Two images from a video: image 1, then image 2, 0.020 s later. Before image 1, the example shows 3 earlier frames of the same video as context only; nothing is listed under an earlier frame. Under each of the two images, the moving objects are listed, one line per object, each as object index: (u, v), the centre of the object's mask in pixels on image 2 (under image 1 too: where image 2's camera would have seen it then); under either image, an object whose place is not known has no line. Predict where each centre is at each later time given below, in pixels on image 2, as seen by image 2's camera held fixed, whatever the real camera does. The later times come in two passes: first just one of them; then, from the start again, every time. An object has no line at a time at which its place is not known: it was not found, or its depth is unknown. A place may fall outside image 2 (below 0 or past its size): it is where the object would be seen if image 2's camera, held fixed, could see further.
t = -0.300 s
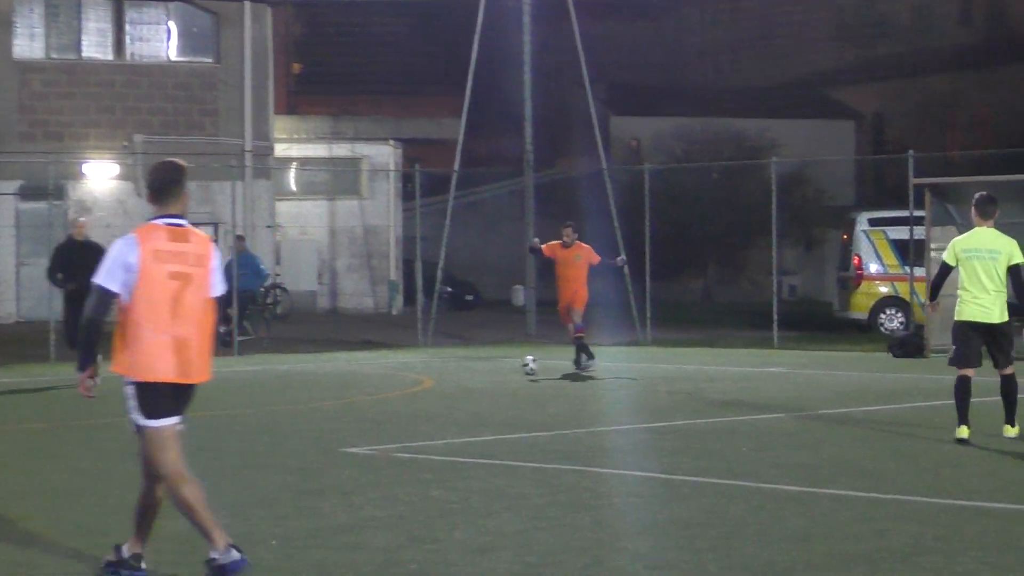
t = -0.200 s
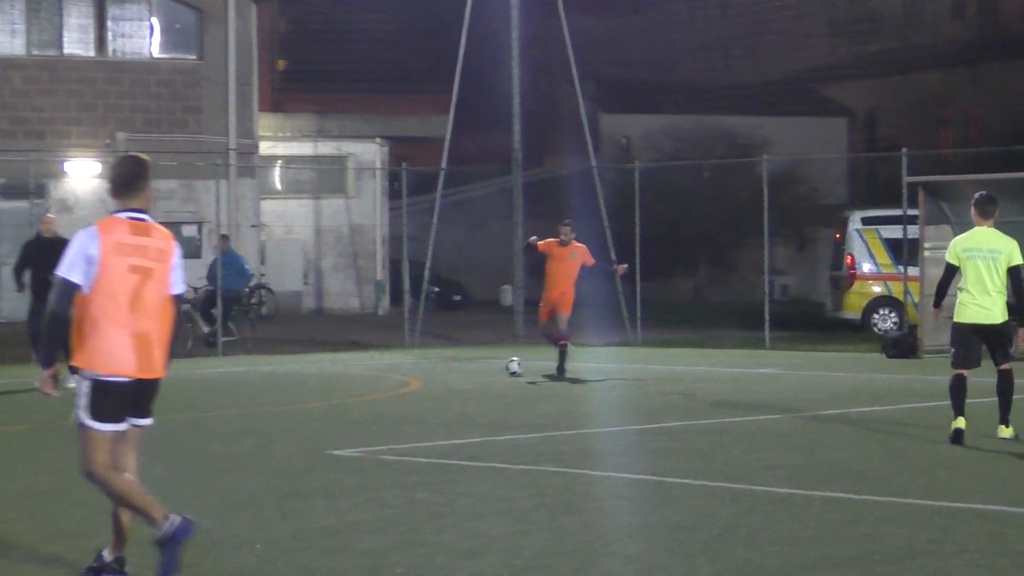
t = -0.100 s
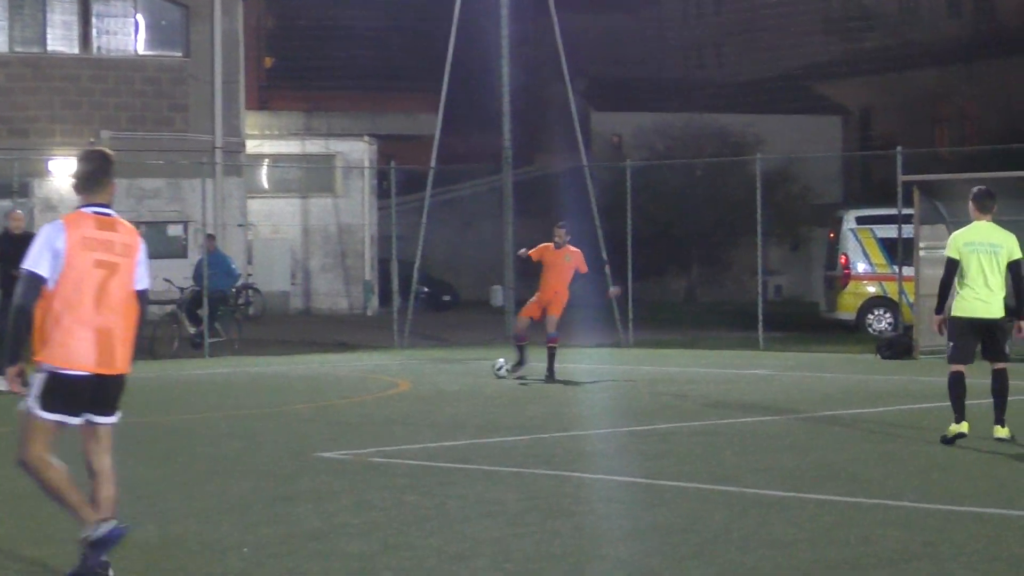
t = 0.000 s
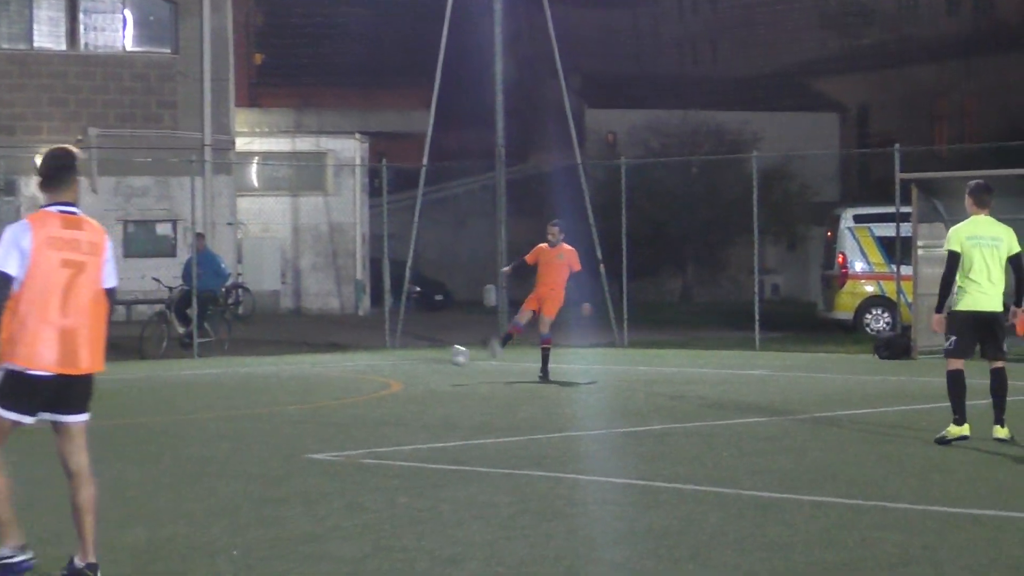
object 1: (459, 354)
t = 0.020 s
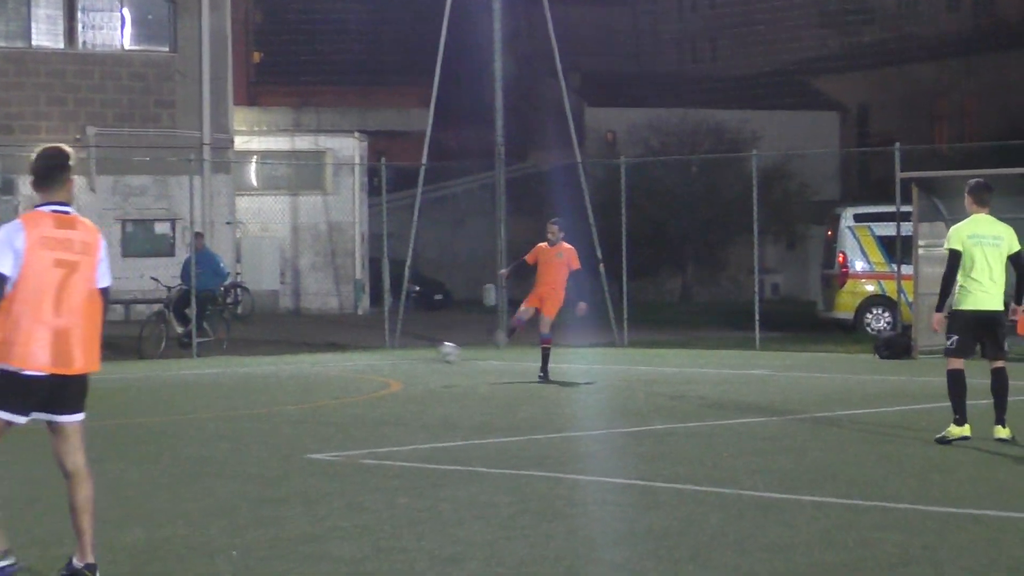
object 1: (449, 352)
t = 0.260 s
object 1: (311, 352)
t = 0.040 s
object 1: (439, 349)
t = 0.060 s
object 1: (428, 347)
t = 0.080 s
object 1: (416, 345)
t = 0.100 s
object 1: (406, 343)
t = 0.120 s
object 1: (396, 343)
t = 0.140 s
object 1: (385, 343)
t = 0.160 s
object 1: (373, 342)
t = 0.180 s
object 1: (362, 343)
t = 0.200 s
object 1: (350, 344)
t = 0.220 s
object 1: (337, 346)
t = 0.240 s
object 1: (324, 348)
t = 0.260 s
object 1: (311, 352)
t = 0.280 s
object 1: (299, 354)
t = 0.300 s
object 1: (285, 358)
